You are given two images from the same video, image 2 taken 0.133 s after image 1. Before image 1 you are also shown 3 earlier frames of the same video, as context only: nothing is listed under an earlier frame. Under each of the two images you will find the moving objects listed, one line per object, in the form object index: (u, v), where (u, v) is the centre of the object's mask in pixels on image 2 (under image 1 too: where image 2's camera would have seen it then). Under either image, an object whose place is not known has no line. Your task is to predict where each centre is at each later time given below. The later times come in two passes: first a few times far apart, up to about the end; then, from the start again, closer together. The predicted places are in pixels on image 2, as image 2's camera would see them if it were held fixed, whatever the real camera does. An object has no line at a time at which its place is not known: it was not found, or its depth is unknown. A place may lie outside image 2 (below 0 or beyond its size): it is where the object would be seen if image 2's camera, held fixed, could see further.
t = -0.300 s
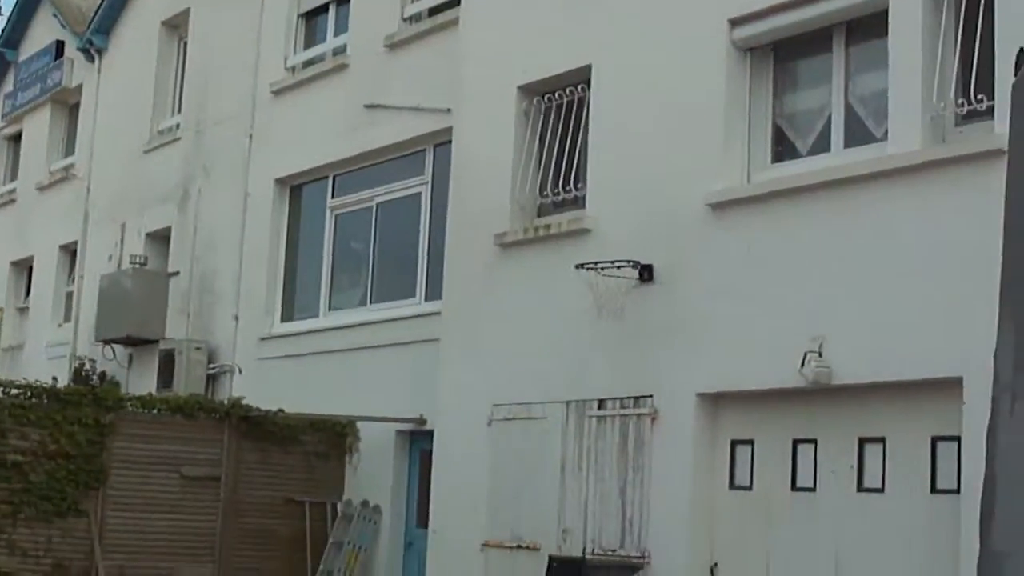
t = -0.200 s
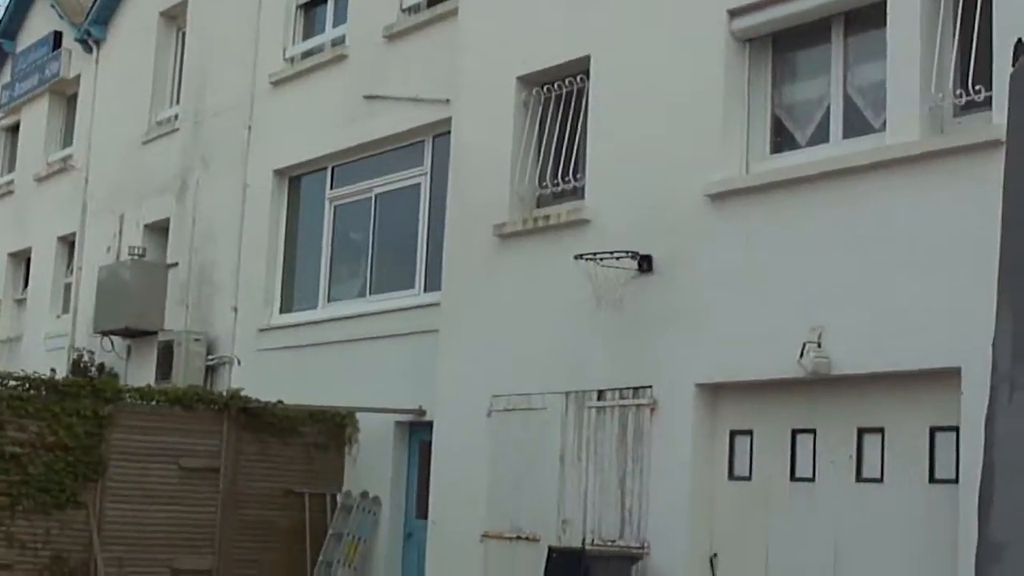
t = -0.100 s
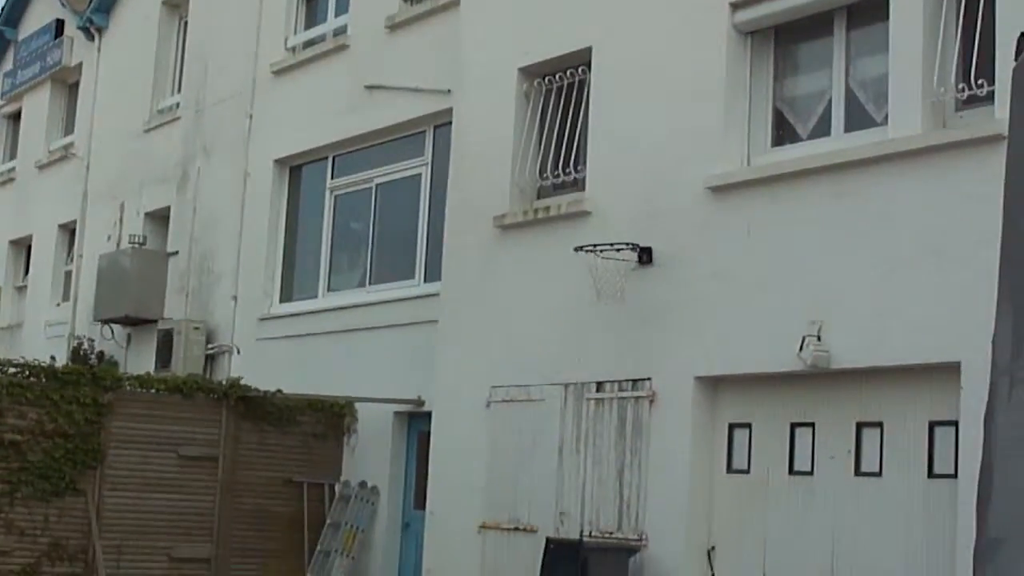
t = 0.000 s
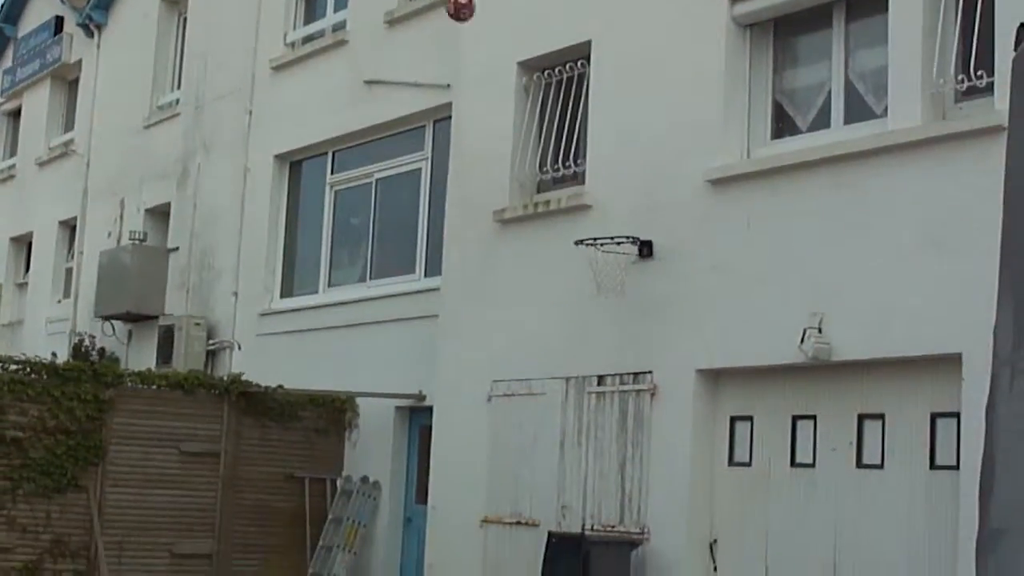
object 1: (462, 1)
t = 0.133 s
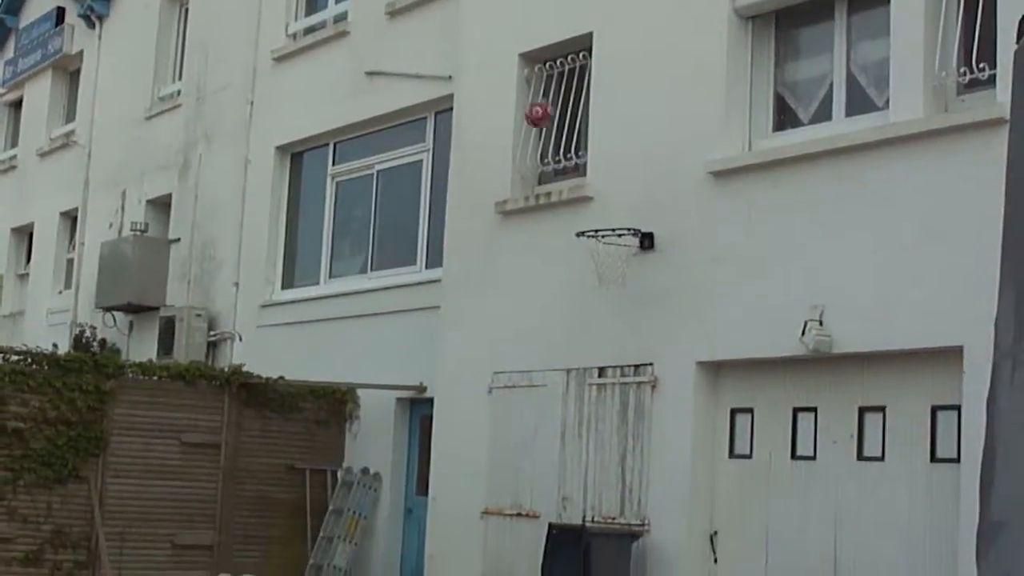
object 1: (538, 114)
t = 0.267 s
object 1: (610, 245)
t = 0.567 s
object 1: (566, 457)
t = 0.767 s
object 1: (470, 591)
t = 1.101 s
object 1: (268, 546)
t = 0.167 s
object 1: (555, 143)
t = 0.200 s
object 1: (575, 177)
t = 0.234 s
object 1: (593, 211)
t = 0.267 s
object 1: (610, 245)
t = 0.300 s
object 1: (626, 277)
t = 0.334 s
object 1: (635, 302)
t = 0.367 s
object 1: (634, 323)
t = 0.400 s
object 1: (623, 341)
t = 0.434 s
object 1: (611, 360)
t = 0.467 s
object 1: (601, 383)
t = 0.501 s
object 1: (589, 406)
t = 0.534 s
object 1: (578, 431)
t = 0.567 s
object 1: (566, 457)
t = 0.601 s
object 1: (555, 486)
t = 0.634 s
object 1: (543, 515)
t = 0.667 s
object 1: (526, 534)
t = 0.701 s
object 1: (507, 553)
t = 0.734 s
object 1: (489, 576)
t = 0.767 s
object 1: (470, 591)
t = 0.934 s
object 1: (371, 596)
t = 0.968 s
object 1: (352, 586)
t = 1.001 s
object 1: (331, 575)
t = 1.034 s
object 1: (309, 564)
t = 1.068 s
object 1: (289, 554)
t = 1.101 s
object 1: (268, 546)
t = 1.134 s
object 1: (245, 539)
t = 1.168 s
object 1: (222, 535)
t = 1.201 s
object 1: (198, 533)
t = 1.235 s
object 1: (174, 531)
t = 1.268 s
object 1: (152, 532)
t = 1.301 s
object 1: (126, 534)
